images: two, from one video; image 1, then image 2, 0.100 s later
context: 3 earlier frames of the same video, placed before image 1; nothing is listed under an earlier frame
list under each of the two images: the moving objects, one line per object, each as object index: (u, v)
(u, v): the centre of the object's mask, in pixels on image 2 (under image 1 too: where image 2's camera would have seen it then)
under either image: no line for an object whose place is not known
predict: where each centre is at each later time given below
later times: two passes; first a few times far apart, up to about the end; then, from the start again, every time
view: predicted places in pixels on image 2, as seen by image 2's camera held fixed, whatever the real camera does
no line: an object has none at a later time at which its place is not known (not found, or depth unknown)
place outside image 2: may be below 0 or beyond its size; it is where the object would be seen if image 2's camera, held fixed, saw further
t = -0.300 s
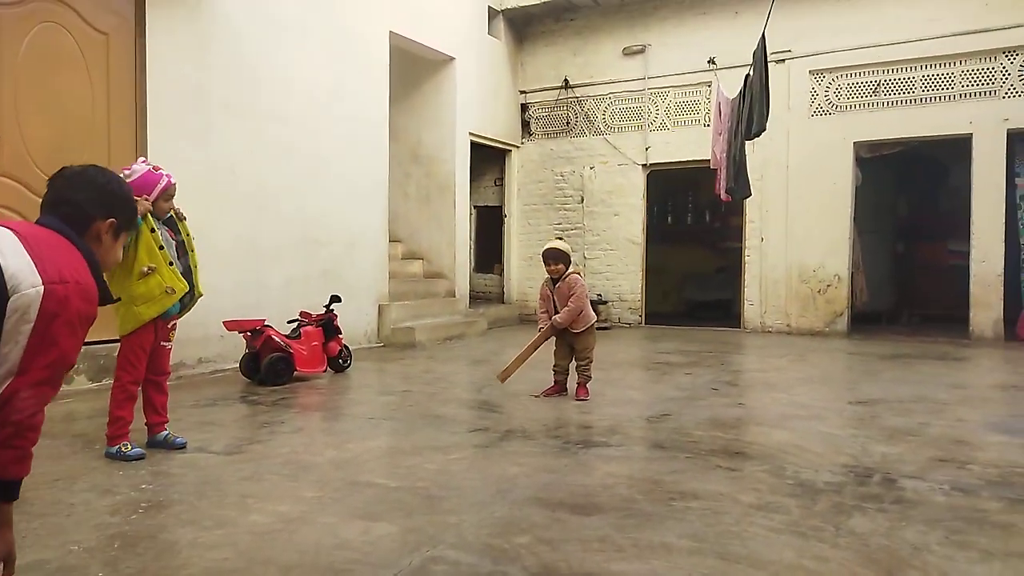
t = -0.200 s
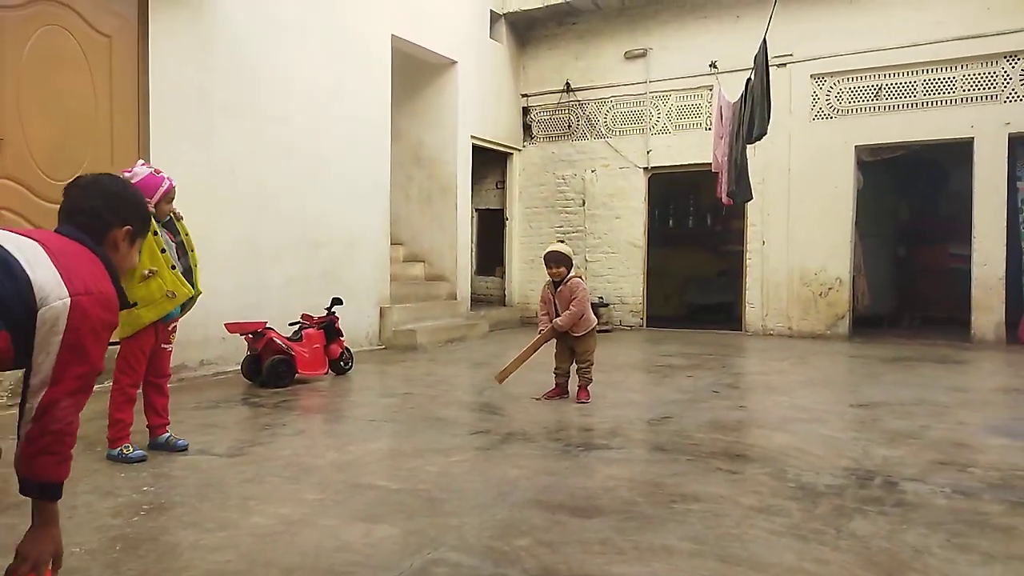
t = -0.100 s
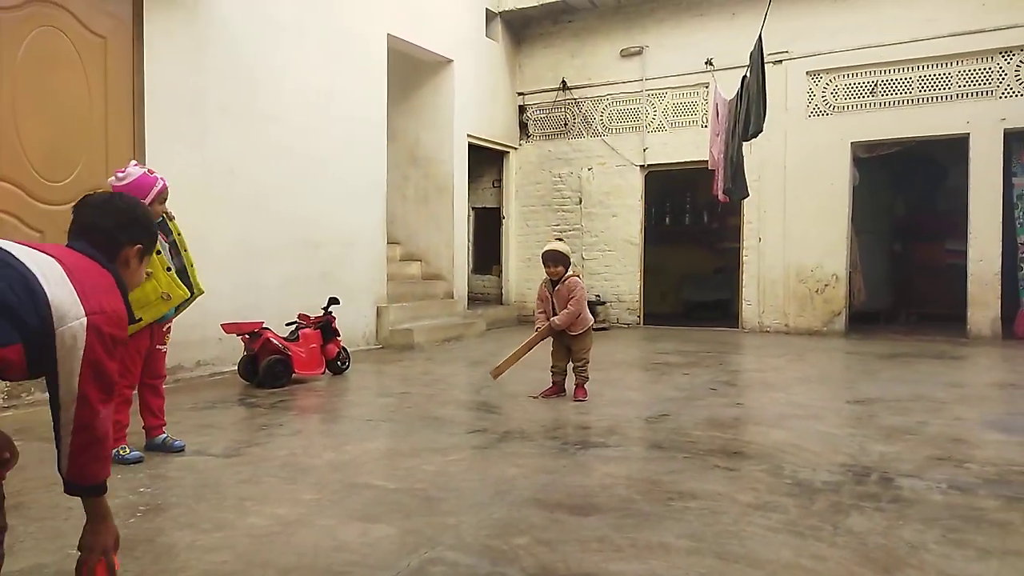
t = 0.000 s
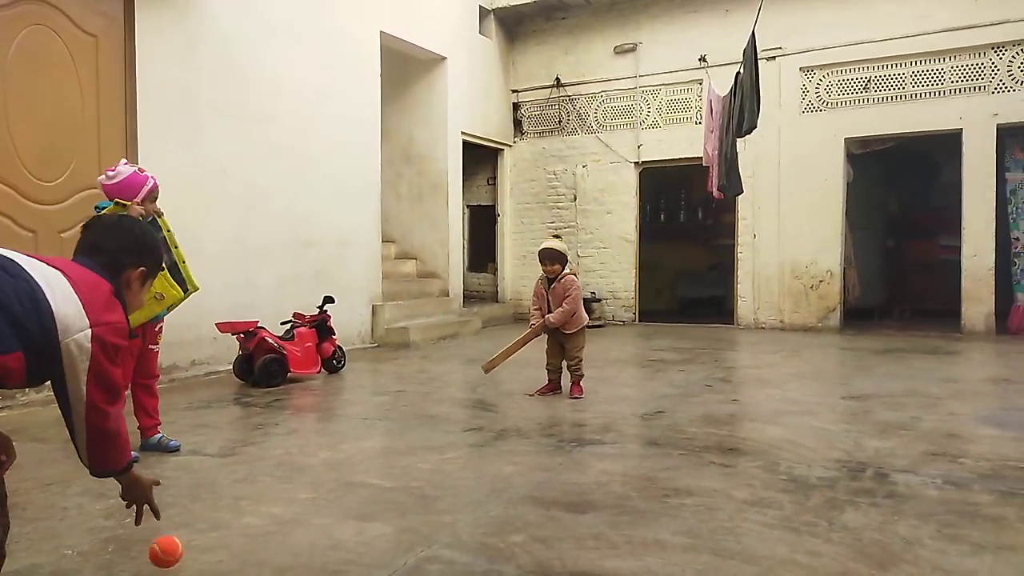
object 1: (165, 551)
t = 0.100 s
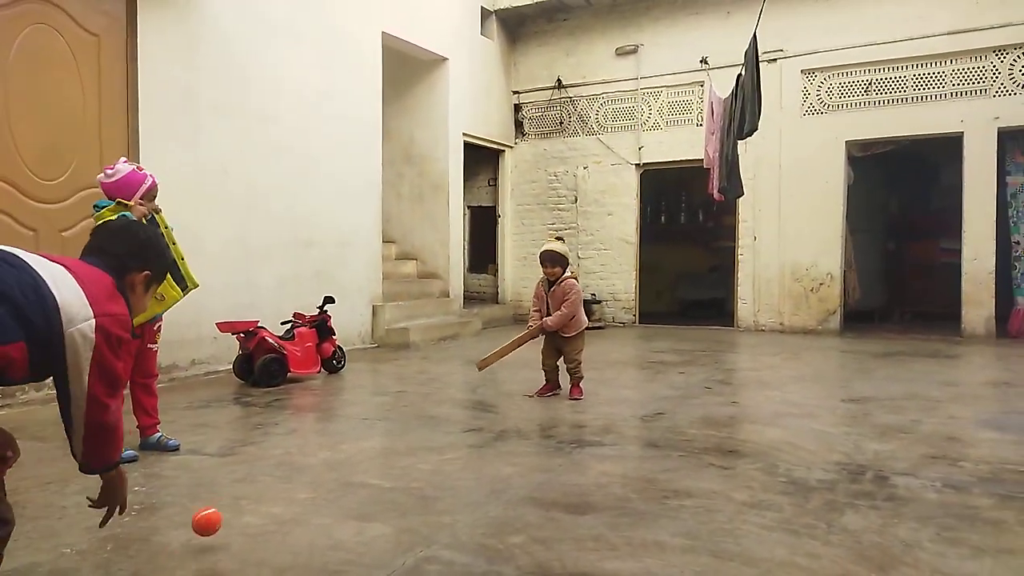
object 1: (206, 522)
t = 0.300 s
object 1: (262, 489)
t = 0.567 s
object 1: (318, 460)
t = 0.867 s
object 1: (364, 431)
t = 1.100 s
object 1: (392, 414)
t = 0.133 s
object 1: (217, 513)
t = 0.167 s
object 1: (226, 508)
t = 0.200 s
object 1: (236, 507)
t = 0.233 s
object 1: (245, 511)
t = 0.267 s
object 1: (253, 500)
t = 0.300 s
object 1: (262, 489)
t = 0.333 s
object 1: (270, 482)
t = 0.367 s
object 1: (278, 480)
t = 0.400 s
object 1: (285, 482)
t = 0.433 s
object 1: (292, 473)
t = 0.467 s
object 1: (299, 466)
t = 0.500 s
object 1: (306, 461)
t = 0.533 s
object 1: (312, 461)
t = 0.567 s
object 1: (318, 460)
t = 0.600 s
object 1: (324, 454)
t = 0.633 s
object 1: (330, 452)
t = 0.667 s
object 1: (335, 449)
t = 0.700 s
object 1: (340, 445)
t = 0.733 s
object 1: (346, 443)
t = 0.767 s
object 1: (351, 439)
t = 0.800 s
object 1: (356, 437)
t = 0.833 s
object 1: (360, 433)
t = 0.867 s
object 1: (364, 431)
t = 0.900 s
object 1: (369, 428)
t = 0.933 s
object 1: (373, 426)
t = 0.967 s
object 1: (377, 423)
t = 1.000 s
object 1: (381, 420)
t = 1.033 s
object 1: (385, 419)
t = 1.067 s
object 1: (389, 416)
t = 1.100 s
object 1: (392, 414)
